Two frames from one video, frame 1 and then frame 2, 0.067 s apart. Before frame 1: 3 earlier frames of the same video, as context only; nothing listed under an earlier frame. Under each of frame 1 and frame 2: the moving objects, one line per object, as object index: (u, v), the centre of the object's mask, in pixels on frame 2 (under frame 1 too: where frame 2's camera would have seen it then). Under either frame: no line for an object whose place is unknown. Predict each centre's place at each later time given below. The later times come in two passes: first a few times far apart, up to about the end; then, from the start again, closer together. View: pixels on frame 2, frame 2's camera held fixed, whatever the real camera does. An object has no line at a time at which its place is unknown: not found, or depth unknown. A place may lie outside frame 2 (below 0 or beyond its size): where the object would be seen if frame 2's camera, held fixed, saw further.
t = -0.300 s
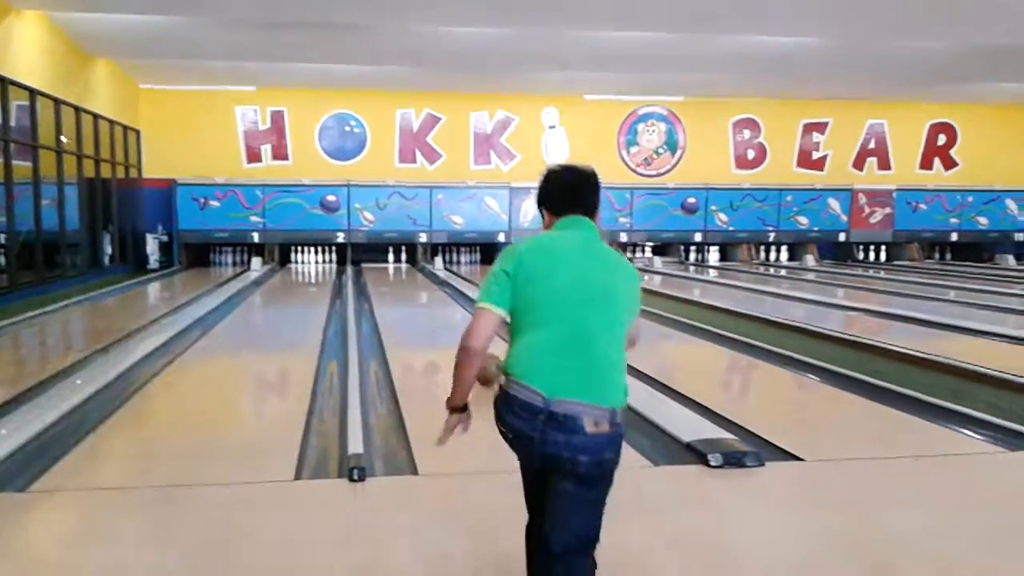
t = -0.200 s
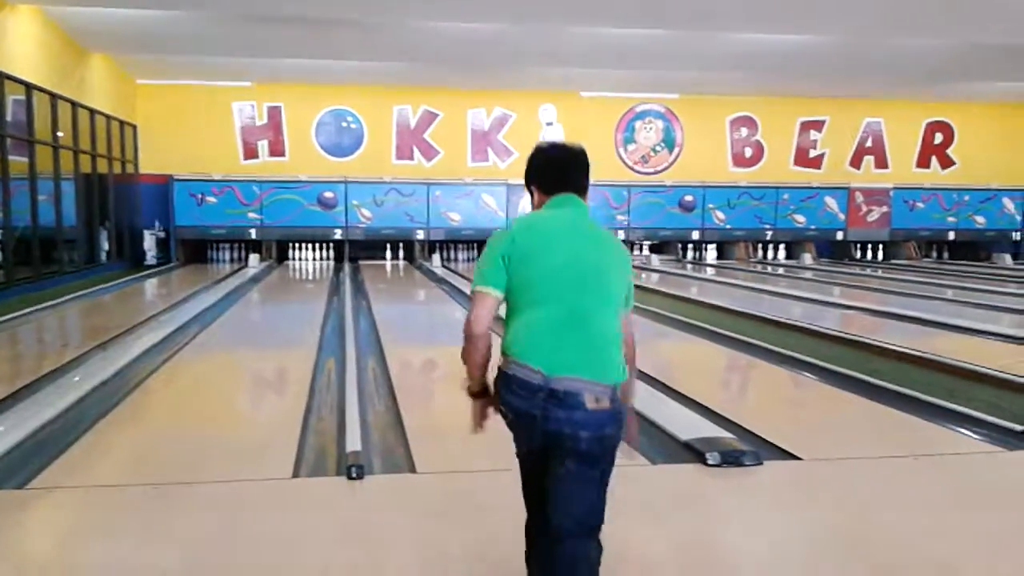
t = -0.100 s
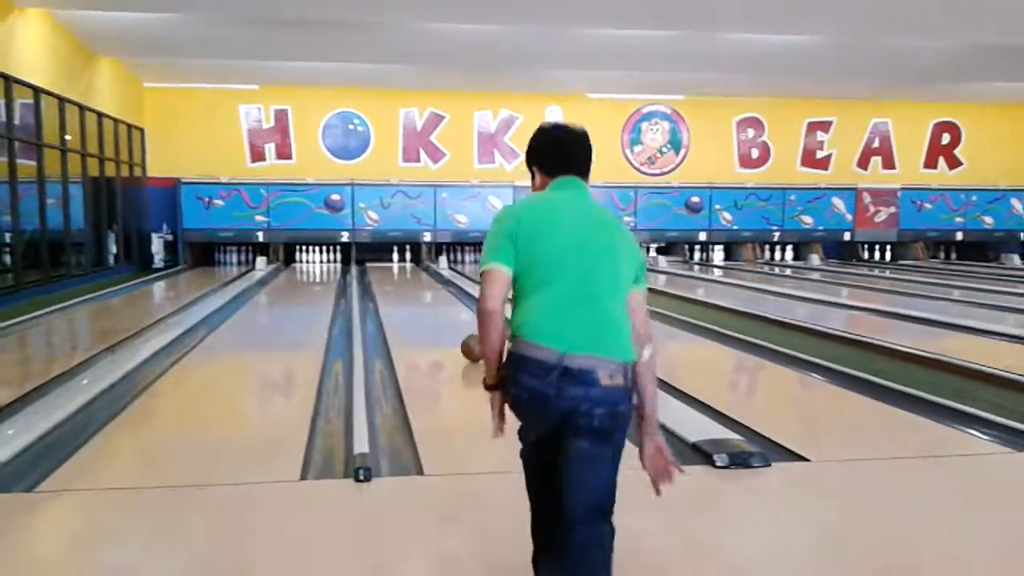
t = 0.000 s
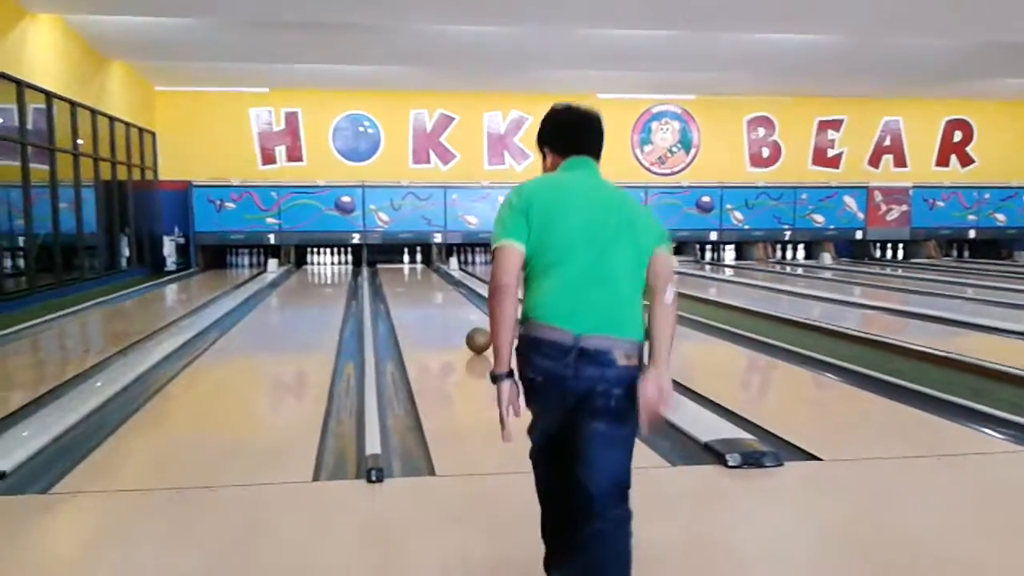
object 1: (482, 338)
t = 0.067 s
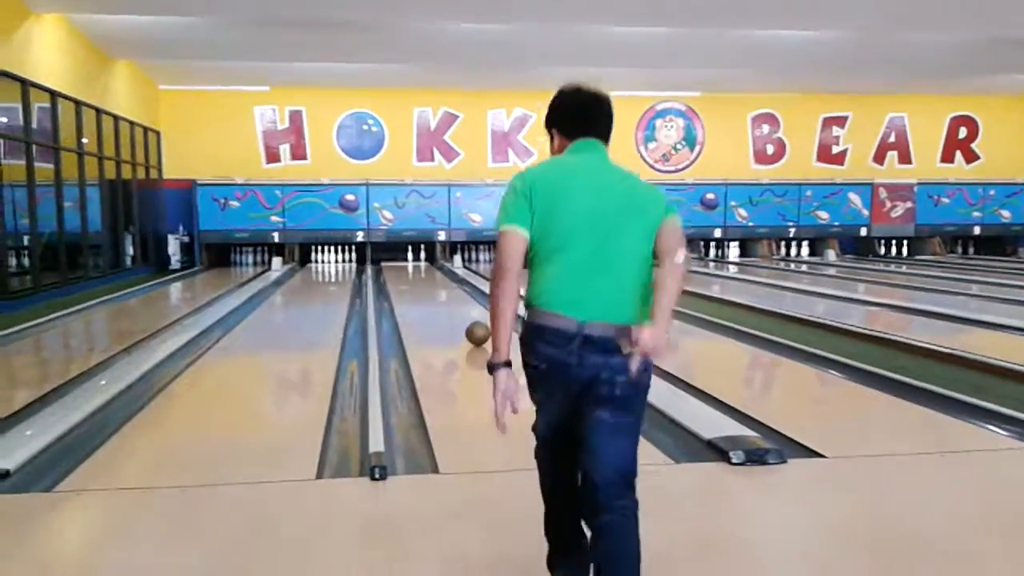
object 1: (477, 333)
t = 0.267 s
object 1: (466, 321)
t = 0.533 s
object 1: (454, 309)
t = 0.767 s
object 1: (442, 299)
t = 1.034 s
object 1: (435, 292)
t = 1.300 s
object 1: (429, 286)
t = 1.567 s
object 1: (422, 280)
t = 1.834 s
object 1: (417, 275)
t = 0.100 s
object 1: (476, 331)
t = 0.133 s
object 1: (473, 329)
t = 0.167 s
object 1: (471, 327)
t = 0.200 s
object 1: (469, 325)
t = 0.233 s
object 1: (467, 323)
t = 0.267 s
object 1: (466, 321)
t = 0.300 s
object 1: (464, 320)
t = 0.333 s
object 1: (463, 318)
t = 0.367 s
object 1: (461, 317)
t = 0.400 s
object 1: (459, 315)
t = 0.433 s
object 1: (458, 313)
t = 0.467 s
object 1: (456, 312)
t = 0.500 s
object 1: (455, 311)
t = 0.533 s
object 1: (454, 309)
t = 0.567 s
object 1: (452, 308)
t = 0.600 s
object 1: (449, 305)
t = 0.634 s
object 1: (447, 303)
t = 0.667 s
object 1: (446, 301)
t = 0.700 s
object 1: (445, 301)
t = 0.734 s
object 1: (443, 300)
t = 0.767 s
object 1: (442, 299)
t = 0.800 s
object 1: (441, 298)
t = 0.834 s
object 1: (440, 297)
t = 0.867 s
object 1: (439, 296)
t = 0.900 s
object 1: (437, 295)
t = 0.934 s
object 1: (437, 294)
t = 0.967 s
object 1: (436, 294)
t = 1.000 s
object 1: (435, 293)
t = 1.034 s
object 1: (435, 292)
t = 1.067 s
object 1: (434, 291)
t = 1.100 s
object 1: (433, 290)
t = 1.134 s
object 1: (432, 290)
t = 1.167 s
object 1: (431, 289)
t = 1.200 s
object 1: (430, 288)
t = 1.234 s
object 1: (430, 287)
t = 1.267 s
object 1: (429, 287)
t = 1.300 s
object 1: (429, 286)
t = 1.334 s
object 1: (426, 285)
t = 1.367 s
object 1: (426, 284)
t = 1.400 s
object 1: (426, 284)
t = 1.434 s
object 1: (425, 284)
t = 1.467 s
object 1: (425, 284)
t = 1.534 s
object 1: (423, 281)
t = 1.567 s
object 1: (422, 280)
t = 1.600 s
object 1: (422, 280)
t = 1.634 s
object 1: (420, 279)
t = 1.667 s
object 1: (420, 279)
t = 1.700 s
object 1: (420, 278)
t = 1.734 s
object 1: (419, 276)
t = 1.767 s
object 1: (418, 276)
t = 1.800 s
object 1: (418, 275)
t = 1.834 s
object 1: (417, 275)
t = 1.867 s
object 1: (417, 275)
